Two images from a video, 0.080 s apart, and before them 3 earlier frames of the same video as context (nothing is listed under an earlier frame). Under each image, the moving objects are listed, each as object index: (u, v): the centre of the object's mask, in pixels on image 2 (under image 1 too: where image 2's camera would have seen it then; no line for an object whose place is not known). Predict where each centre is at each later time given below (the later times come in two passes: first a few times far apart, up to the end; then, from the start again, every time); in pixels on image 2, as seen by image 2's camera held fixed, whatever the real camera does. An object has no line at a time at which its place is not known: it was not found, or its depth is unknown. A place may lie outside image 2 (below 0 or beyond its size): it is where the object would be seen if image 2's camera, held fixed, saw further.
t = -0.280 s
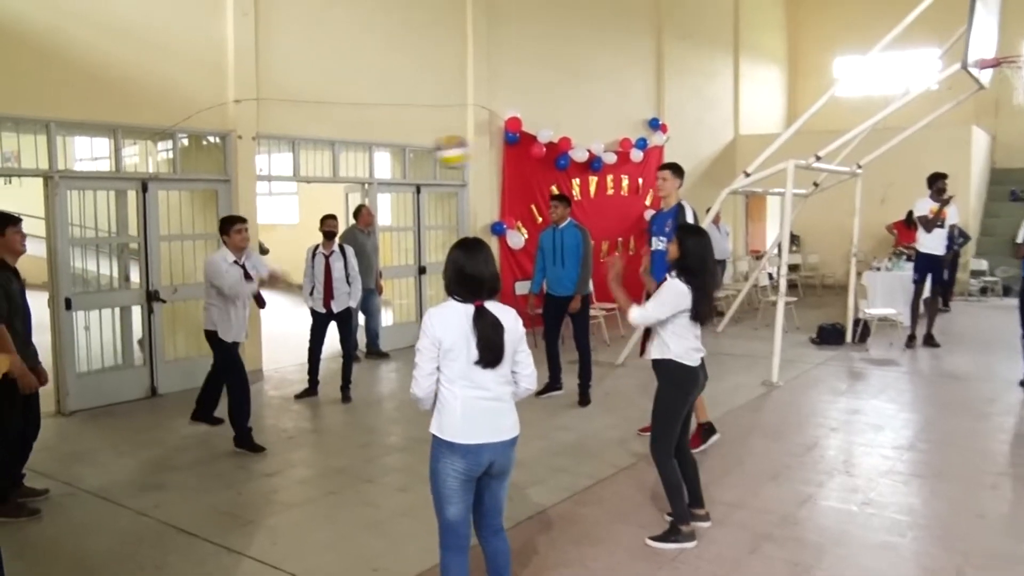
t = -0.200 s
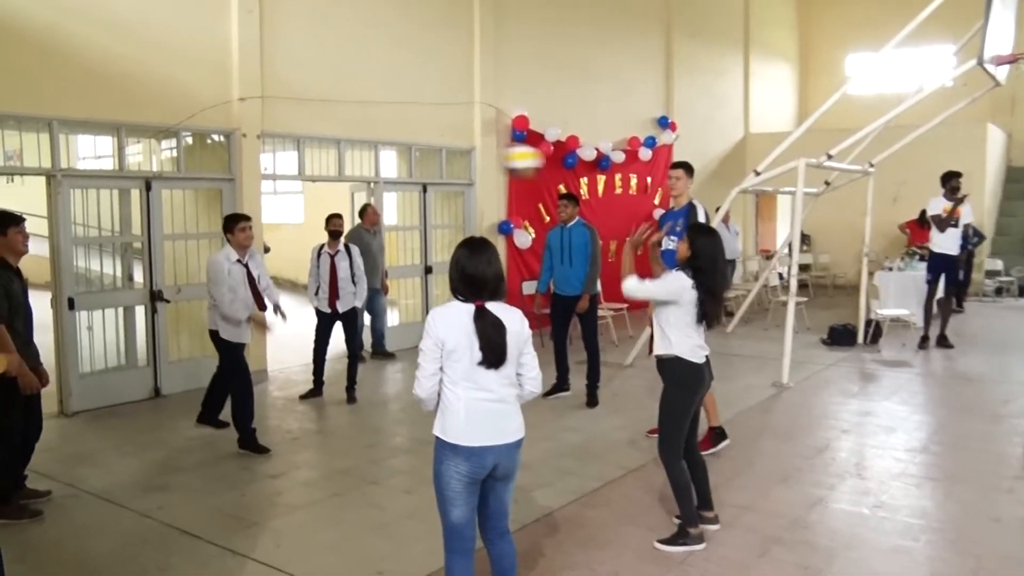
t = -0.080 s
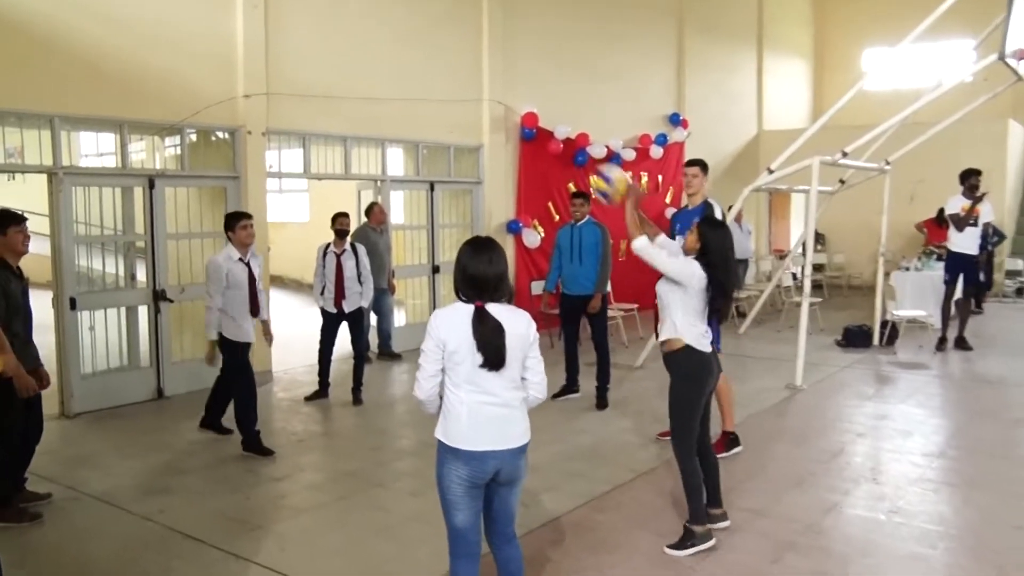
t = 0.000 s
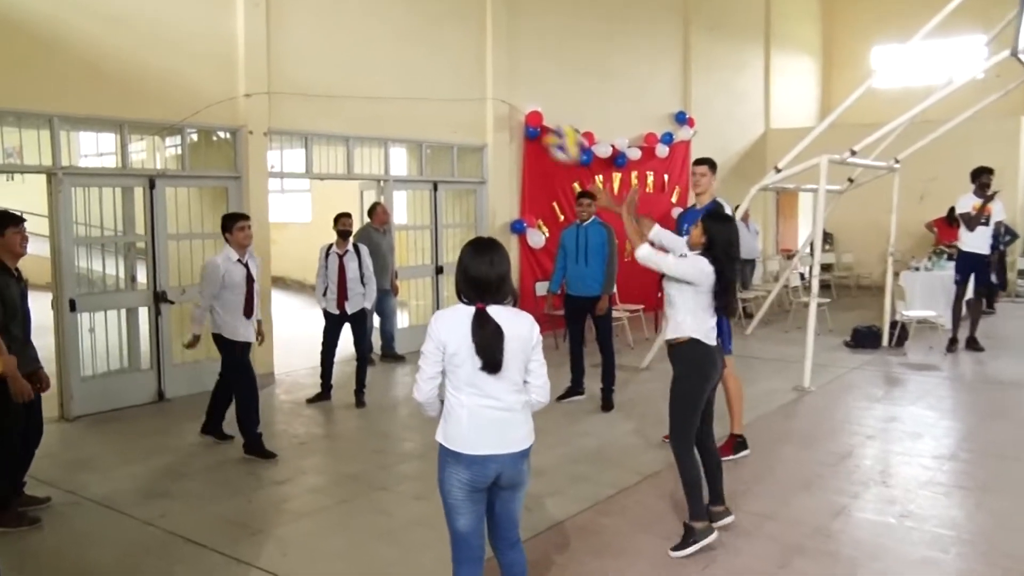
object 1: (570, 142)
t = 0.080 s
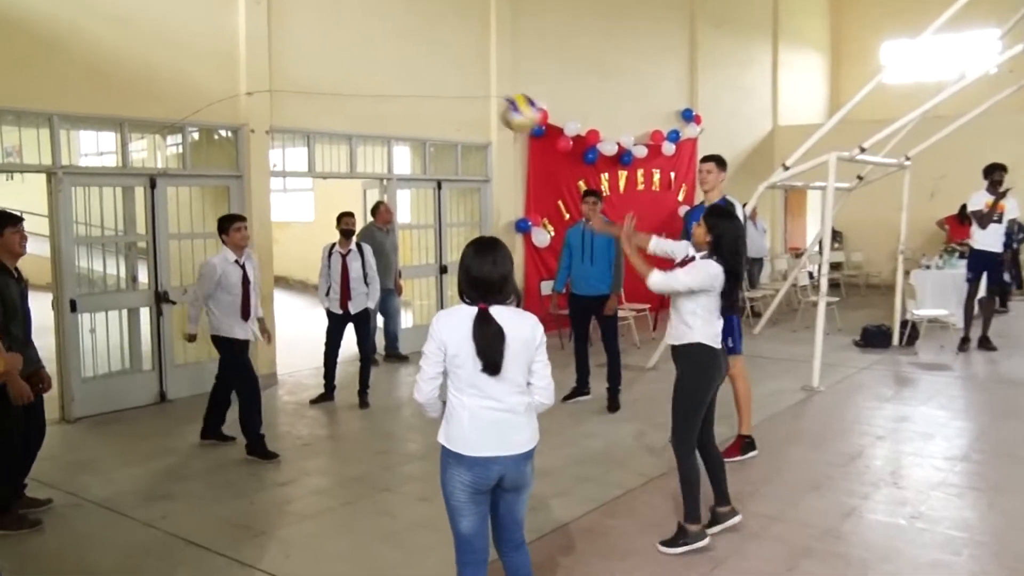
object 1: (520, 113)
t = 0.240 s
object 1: (423, 91)
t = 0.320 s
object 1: (378, 97)
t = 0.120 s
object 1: (495, 102)
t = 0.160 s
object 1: (471, 95)
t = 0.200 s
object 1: (447, 91)
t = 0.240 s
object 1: (423, 91)
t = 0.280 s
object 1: (400, 93)
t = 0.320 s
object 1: (378, 97)
